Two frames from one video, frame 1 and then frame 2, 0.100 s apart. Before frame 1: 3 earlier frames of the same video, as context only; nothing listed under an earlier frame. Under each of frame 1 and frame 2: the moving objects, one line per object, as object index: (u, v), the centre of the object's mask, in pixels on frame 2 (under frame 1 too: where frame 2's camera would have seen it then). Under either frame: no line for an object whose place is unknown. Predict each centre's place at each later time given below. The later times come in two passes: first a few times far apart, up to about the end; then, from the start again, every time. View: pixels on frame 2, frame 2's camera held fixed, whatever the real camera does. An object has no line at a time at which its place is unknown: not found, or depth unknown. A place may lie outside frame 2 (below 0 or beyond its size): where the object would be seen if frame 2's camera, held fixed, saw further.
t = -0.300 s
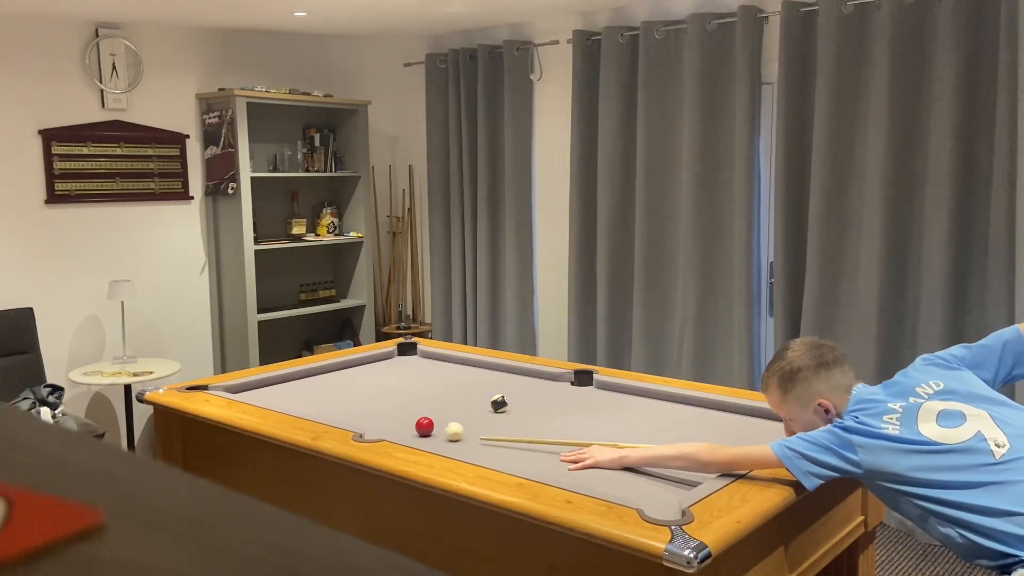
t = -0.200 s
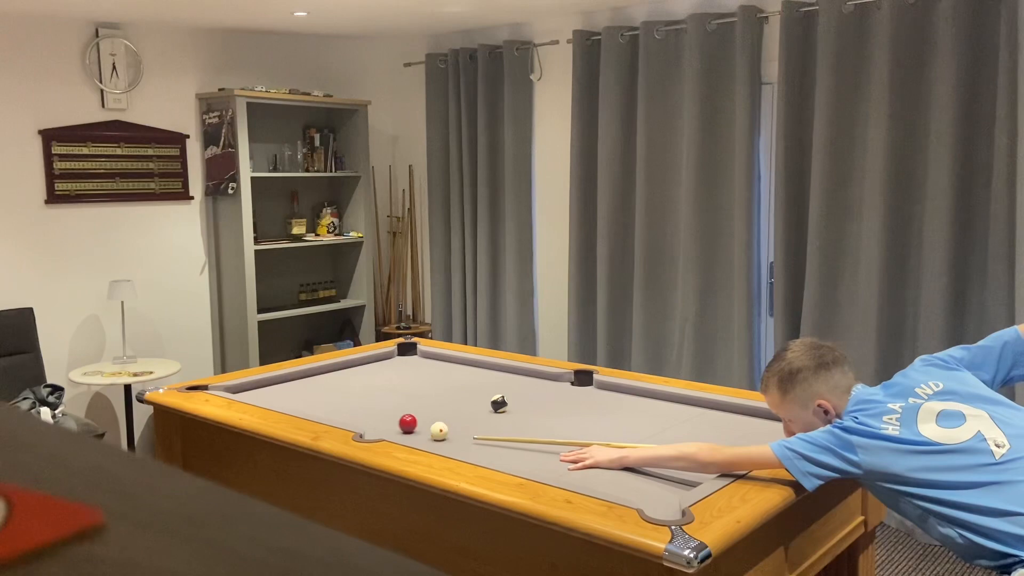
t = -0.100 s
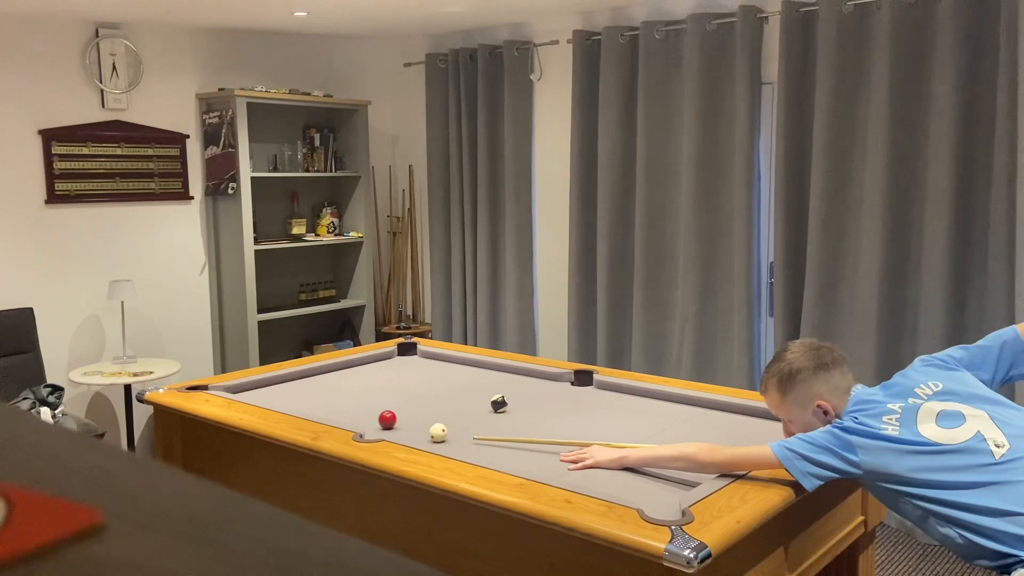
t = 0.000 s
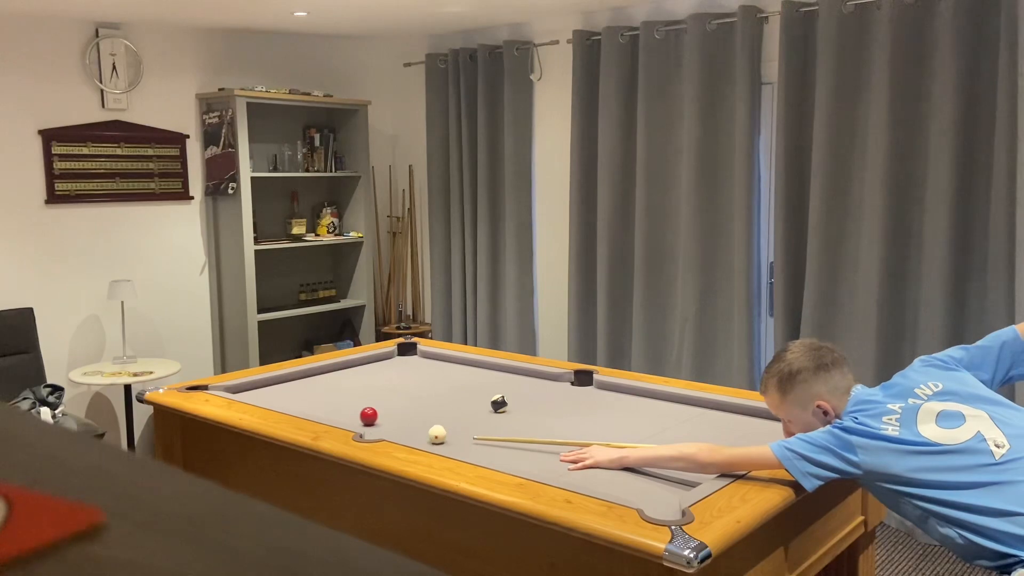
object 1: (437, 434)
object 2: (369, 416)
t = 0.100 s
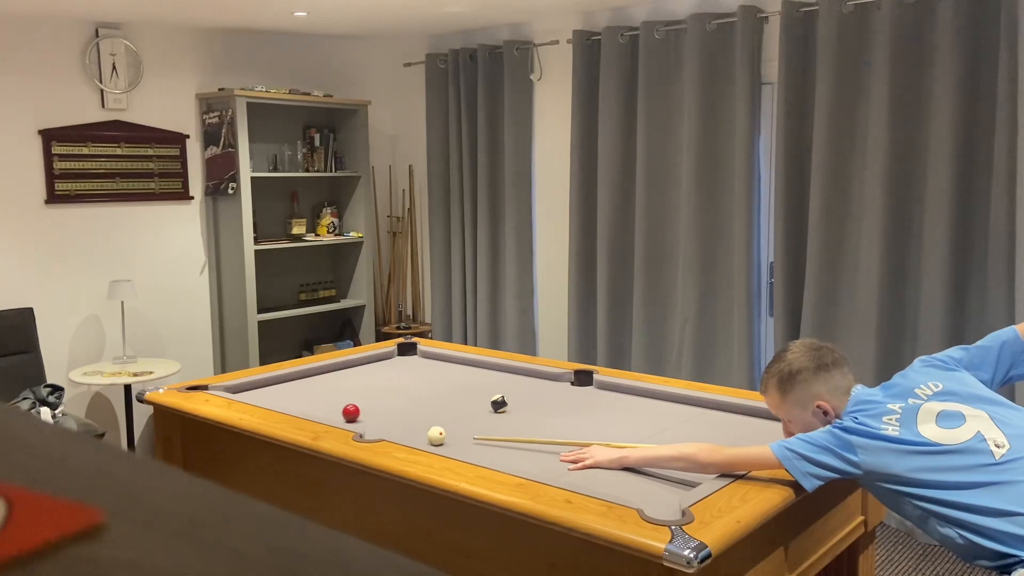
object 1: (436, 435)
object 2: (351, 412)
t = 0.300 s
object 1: (435, 437)
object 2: (318, 406)
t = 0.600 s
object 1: (432, 439)
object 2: (274, 397)
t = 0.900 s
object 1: (431, 440)
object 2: (236, 389)
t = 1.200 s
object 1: (430, 440)
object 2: (225, 388)
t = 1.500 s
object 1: (430, 440)
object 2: (236, 388)
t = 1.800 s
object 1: (430, 440)
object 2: (244, 389)
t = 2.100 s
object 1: (430, 440)
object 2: (250, 389)
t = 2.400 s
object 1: (430, 440)
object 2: (253, 389)
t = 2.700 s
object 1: (430, 440)
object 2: (254, 389)
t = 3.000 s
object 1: (430, 440)
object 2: (254, 389)
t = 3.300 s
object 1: (430, 440)
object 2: (254, 389)
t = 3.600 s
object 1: (430, 440)
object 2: (254, 388)
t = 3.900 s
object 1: (430, 440)
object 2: (254, 389)
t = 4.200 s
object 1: (430, 440)
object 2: (254, 389)
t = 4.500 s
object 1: (430, 440)
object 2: (254, 388)
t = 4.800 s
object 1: (430, 440)
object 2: (254, 389)
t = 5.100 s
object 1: (430, 440)
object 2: (254, 389)
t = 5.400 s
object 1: (430, 440)
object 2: (254, 389)
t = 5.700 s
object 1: (430, 440)
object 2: (254, 389)
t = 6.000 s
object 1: (431, 440)
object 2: (254, 389)
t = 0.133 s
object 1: (436, 436)
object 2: (345, 411)
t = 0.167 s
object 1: (436, 436)
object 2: (339, 410)
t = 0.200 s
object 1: (436, 437)
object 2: (334, 409)
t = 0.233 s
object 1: (435, 437)
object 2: (328, 408)
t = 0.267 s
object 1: (435, 437)
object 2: (323, 407)
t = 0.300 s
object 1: (435, 437)
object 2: (318, 406)
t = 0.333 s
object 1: (435, 437)
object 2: (313, 405)
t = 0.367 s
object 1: (434, 438)
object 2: (308, 404)
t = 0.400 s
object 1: (434, 438)
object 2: (303, 403)
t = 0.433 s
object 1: (434, 438)
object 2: (298, 402)
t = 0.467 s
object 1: (433, 438)
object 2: (293, 401)
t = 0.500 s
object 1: (433, 438)
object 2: (288, 400)
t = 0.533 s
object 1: (433, 439)
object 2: (283, 399)
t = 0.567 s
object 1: (433, 439)
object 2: (279, 398)
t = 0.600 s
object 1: (432, 439)
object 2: (274, 397)
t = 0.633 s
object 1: (432, 439)
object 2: (270, 396)
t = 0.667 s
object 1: (432, 439)
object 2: (265, 395)
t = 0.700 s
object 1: (432, 439)
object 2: (261, 394)
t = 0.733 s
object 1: (432, 439)
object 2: (256, 394)
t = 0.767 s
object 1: (431, 439)
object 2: (252, 393)
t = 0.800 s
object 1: (431, 440)
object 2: (248, 391)
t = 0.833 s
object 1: (431, 440)
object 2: (244, 391)
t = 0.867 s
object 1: (431, 440)
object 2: (240, 390)
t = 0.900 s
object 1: (431, 440)
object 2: (236, 389)
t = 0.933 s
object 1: (431, 440)
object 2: (232, 388)
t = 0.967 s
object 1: (430, 440)
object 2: (228, 387)
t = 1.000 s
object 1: (430, 440)
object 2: (226, 387)
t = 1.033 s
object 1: (430, 440)
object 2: (224, 388)
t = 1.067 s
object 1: (430, 440)
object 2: (222, 388)
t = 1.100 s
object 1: (430, 440)
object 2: (220, 388)
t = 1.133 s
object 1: (430, 440)
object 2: (222, 388)
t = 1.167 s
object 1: (430, 440)
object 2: (223, 388)
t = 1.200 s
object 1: (430, 440)
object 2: (225, 388)
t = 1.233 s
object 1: (430, 440)
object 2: (226, 388)
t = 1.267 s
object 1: (430, 440)
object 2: (227, 388)
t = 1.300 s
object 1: (430, 440)
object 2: (229, 388)
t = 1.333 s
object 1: (430, 440)
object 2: (230, 387)
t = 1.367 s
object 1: (430, 440)
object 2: (231, 387)
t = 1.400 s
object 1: (430, 440)
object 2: (232, 387)
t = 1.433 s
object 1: (430, 440)
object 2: (234, 388)
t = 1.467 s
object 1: (430, 440)
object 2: (235, 388)
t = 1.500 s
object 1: (430, 440)
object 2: (236, 388)
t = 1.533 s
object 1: (430, 440)
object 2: (237, 388)
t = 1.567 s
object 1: (430, 440)
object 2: (238, 388)
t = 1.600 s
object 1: (430, 440)
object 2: (238, 388)
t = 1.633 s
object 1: (430, 440)
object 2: (240, 388)
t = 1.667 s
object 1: (430, 440)
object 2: (241, 388)
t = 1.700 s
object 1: (430, 440)
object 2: (242, 388)
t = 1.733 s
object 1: (430, 440)
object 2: (243, 388)
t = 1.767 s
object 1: (430, 440)
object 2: (244, 389)
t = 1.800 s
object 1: (430, 440)
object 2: (244, 389)
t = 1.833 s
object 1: (430, 440)
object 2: (245, 389)
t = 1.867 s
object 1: (430, 440)
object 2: (246, 389)
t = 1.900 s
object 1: (430, 440)
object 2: (246, 389)
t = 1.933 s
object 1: (430, 440)
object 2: (247, 388)
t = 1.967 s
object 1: (430, 440)
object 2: (248, 388)
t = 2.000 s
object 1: (430, 440)
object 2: (248, 389)
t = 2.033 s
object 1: (430, 440)
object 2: (249, 389)
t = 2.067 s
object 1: (430, 440)
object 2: (250, 389)
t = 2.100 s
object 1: (430, 440)
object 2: (250, 389)
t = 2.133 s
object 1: (430, 440)
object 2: (251, 389)
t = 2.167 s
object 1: (430, 440)
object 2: (251, 389)
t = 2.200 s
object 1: (430, 440)
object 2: (252, 388)
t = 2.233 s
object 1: (430, 440)
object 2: (252, 389)
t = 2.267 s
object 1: (430, 440)
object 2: (252, 389)
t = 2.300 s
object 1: (430, 440)
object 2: (253, 389)
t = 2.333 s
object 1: (430, 440)
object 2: (253, 388)
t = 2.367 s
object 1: (430, 440)
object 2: (253, 389)
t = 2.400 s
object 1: (430, 440)
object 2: (253, 389)
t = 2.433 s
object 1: (430, 440)
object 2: (254, 389)
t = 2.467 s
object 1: (430, 440)
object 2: (254, 389)
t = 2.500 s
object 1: (430, 440)
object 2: (254, 389)
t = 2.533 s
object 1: (430, 440)
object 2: (254, 389)
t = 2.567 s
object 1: (430, 440)
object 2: (254, 389)
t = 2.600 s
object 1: (430, 440)
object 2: (254, 389)
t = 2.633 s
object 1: (430, 440)
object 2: (254, 389)
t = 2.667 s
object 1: (430, 440)
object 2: (254, 389)
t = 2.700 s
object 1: (430, 440)
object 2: (254, 389)
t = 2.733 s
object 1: (430, 440)
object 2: (254, 389)
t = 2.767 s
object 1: (430, 440)
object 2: (254, 389)
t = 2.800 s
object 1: (430, 440)
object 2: (254, 389)
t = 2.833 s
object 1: (430, 440)
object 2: (254, 389)
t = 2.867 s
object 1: (430, 440)
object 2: (254, 389)
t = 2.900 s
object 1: (430, 440)
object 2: (254, 389)
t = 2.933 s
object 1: (430, 440)
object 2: (254, 389)
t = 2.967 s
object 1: (430, 440)
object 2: (254, 389)
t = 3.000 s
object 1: (430, 440)
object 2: (254, 389)
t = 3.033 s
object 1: (430, 440)
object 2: (254, 389)
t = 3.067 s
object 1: (430, 440)
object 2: (254, 389)
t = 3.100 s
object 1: (430, 440)
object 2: (254, 389)
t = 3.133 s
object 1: (430, 440)
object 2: (254, 389)
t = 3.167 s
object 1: (430, 440)
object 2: (254, 389)
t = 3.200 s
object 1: (430, 440)
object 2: (254, 389)
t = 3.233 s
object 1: (430, 440)
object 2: (254, 389)
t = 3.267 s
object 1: (430, 440)
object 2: (254, 389)
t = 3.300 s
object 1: (430, 440)
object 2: (254, 389)
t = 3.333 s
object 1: (430, 440)
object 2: (254, 389)
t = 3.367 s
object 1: (430, 440)
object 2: (254, 389)
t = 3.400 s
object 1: (430, 440)
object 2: (254, 388)
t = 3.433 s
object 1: (430, 440)
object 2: (254, 388)
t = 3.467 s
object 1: (430, 440)
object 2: (254, 388)
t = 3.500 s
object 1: (431, 440)
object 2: (254, 388)
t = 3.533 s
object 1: (430, 440)
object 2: (254, 389)
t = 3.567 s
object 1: (430, 440)
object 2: (254, 388)
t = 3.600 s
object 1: (430, 440)
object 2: (254, 388)
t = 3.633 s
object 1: (430, 440)
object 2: (254, 388)
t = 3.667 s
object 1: (430, 440)
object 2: (254, 389)
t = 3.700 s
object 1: (431, 440)
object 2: (254, 388)
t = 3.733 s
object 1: (430, 440)
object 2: (254, 389)
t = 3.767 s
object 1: (430, 440)
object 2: (254, 388)
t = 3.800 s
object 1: (431, 440)
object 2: (254, 388)
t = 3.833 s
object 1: (431, 440)
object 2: (254, 388)
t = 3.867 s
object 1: (431, 440)
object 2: (254, 389)
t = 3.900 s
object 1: (430, 440)
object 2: (254, 389)
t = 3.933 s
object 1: (431, 440)
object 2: (254, 388)
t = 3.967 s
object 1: (431, 440)
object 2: (254, 389)
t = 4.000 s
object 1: (431, 440)
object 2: (254, 389)
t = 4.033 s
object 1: (431, 440)
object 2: (254, 388)
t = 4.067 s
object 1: (431, 440)
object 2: (254, 389)
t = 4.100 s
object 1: (431, 440)
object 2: (254, 389)
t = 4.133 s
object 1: (431, 440)
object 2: (254, 389)
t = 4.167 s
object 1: (430, 440)
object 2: (254, 388)
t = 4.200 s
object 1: (430, 440)
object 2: (254, 389)
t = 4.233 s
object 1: (431, 440)
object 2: (254, 389)
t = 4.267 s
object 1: (430, 440)
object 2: (254, 389)
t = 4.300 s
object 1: (430, 440)
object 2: (254, 389)
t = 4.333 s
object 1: (430, 440)
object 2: (254, 389)
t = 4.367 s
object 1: (430, 440)
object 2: (254, 389)
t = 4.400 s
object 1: (430, 440)
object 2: (254, 389)
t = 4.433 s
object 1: (430, 440)
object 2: (254, 389)
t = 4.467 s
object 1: (430, 440)
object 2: (254, 388)
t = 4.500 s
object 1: (430, 440)
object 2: (254, 388)
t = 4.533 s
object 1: (430, 440)
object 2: (254, 388)
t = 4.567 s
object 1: (430, 440)
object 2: (254, 388)
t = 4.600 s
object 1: (430, 440)
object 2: (254, 388)
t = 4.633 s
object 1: (430, 440)
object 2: (254, 389)
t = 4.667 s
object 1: (430, 440)
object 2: (254, 388)
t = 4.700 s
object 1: (430, 440)
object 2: (254, 389)
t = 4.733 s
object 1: (430, 440)
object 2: (254, 388)
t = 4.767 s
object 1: (430, 440)
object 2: (254, 388)
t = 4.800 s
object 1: (430, 440)
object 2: (254, 389)
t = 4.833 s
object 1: (431, 440)
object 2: (254, 389)
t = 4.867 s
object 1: (431, 440)
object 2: (254, 389)
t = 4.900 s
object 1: (431, 440)
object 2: (254, 389)
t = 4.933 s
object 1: (430, 440)
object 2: (254, 389)
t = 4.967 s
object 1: (431, 440)
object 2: (254, 389)
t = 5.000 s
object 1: (430, 440)
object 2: (254, 389)
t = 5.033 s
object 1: (431, 440)
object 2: (254, 389)
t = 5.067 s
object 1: (430, 440)
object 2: (254, 389)
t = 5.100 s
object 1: (430, 440)
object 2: (254, 389)
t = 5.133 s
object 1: (430, 440)
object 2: (254, 389)
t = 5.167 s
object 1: (430, 440)
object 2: (254, 389)
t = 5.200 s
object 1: (430, 440)
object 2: (254, 389)
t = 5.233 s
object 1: (431, 440)
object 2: (254, 389)
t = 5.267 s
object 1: (430, 440)
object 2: (254, 389)
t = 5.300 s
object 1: (430, 440)
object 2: (254, 389)
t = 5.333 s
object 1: (430, 440)
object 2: (254, 389)
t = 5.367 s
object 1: (430, 440)
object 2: (254, 389)
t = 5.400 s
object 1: (430, 440)
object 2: (254, 389)
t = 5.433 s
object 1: (430, 440)
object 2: (254, 389)
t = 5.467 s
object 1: (430, 440)
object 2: (254, 389)
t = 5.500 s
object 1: (430, 440)
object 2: (254, 389)
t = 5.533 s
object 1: (430, 440)
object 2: (254, 389)
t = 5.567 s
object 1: (430, 440)
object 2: (254, 389)
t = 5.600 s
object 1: (430, 440)
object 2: (254, 389)
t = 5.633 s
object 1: (430, 440)
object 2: (254, 389)
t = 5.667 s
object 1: (430, 440)
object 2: (254, 389)
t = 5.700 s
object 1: (430, 440)
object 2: (254, 389)
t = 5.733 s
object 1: (430, 440)
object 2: (254, 389)
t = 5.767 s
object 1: (430, 440)
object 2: (254, 389)
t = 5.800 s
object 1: (430, 440)
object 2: (254, 389)
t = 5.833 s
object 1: (430, 440)
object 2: (254, 389)
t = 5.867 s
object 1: (430, 440)
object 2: (254, 389)
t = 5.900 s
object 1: (430, 440)
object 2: (254, 389)
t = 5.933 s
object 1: (431, 440)
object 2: (254, 389)
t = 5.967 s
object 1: (431, 440)
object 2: (254, 389)
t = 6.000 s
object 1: (431, 440)
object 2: (254, 389)
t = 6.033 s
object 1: (430, 440)
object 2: (254, 389)
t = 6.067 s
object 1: (431, 440)
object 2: (254, 389)
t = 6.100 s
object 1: (430, 440)
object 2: (254, 389)
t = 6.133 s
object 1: (431, 440)
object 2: (254, 389)
